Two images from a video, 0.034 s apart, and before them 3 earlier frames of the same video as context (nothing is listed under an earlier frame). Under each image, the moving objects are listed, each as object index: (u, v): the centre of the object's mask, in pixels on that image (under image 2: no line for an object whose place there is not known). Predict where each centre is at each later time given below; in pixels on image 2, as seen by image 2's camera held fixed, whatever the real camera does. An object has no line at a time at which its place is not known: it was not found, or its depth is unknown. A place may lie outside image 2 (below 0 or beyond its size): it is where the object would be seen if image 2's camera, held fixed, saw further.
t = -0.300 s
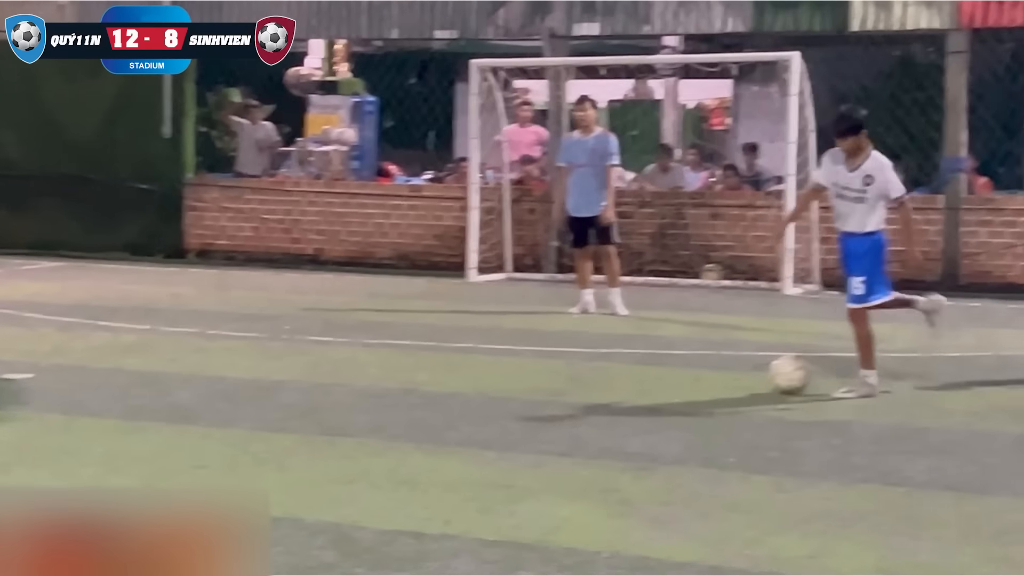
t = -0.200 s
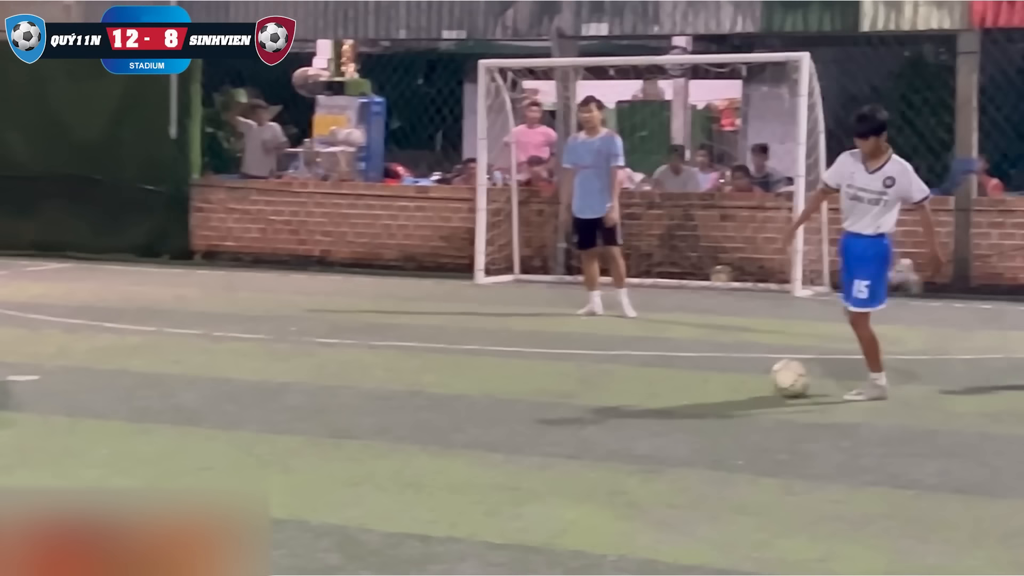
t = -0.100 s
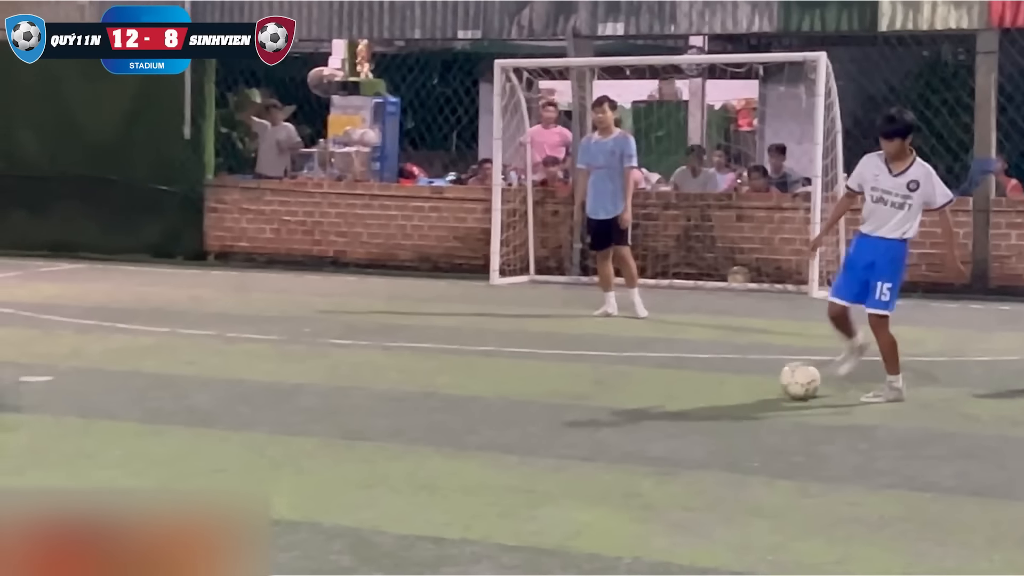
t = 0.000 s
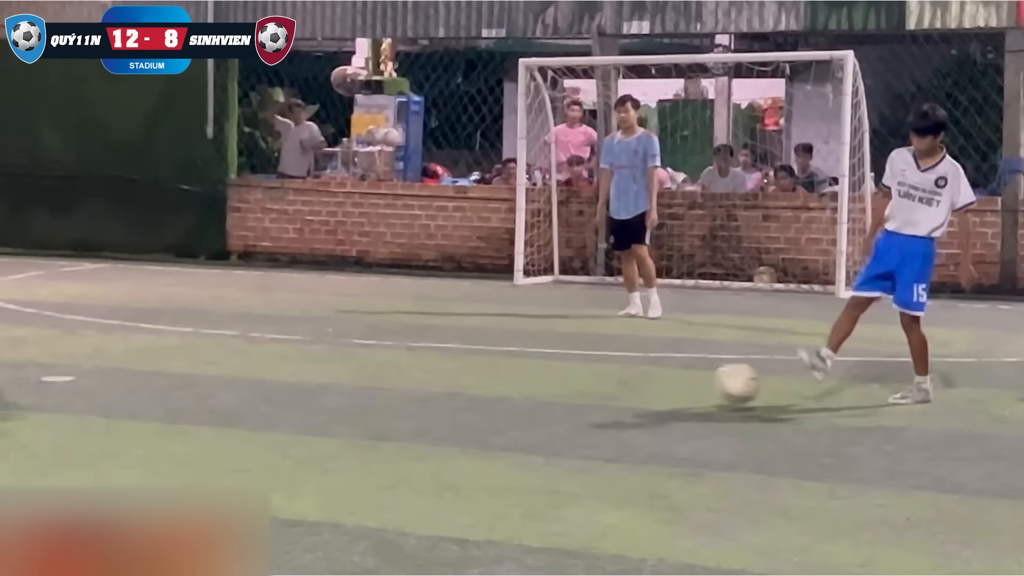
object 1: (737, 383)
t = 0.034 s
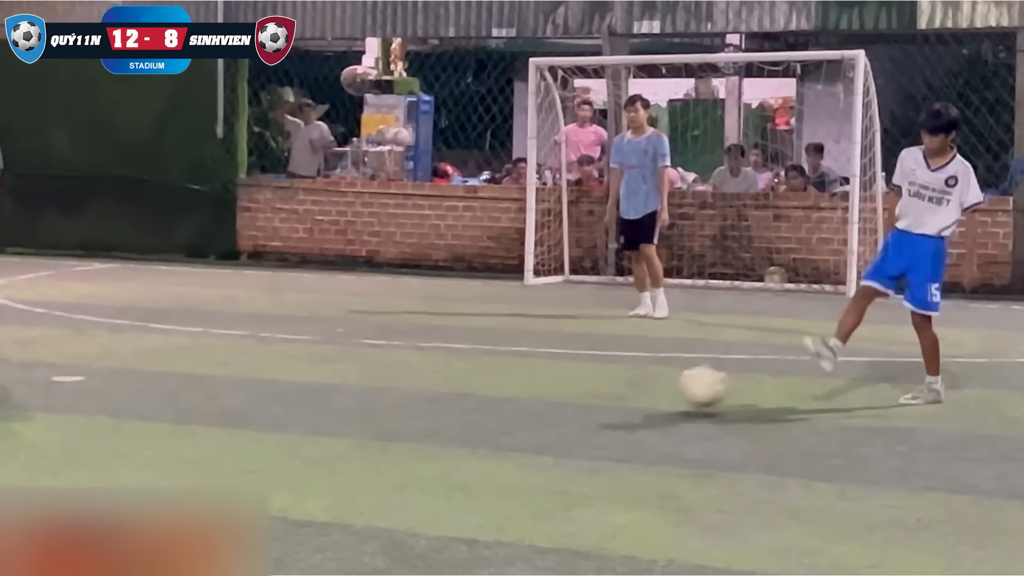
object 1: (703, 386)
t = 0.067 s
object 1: (656, 392)
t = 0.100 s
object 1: (610, 400)
